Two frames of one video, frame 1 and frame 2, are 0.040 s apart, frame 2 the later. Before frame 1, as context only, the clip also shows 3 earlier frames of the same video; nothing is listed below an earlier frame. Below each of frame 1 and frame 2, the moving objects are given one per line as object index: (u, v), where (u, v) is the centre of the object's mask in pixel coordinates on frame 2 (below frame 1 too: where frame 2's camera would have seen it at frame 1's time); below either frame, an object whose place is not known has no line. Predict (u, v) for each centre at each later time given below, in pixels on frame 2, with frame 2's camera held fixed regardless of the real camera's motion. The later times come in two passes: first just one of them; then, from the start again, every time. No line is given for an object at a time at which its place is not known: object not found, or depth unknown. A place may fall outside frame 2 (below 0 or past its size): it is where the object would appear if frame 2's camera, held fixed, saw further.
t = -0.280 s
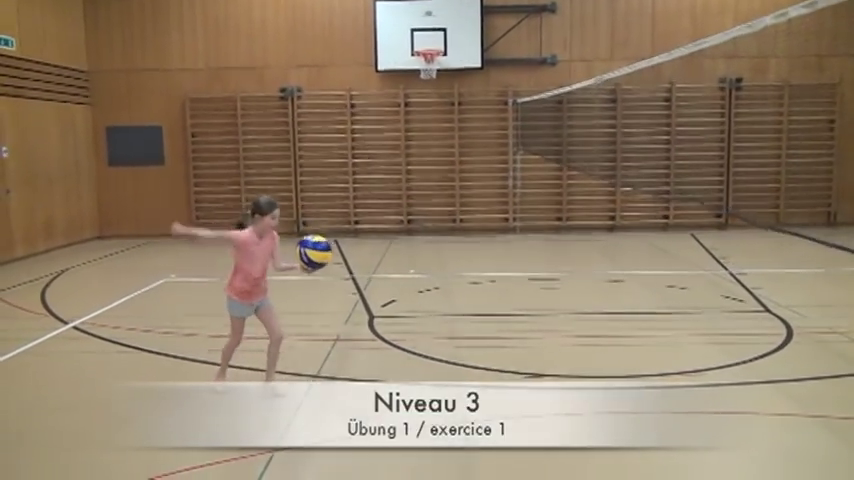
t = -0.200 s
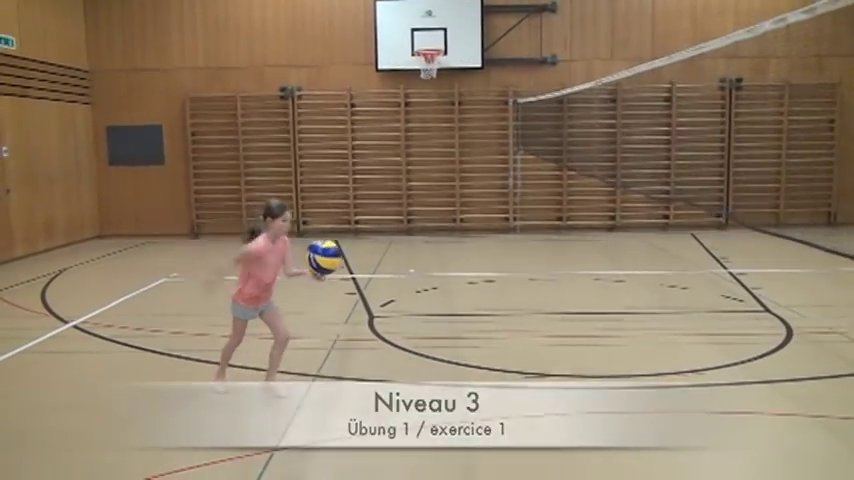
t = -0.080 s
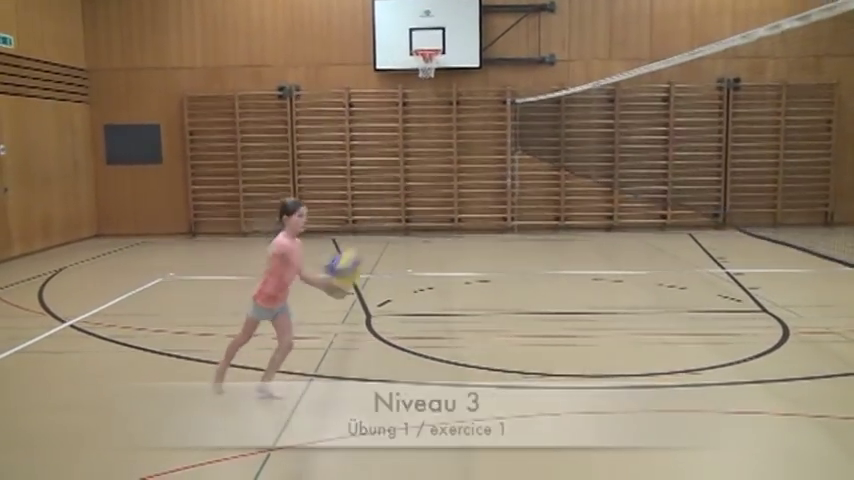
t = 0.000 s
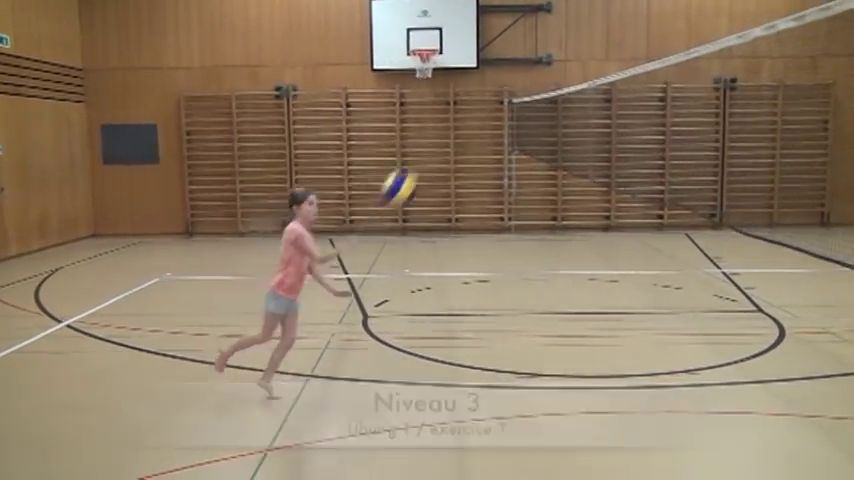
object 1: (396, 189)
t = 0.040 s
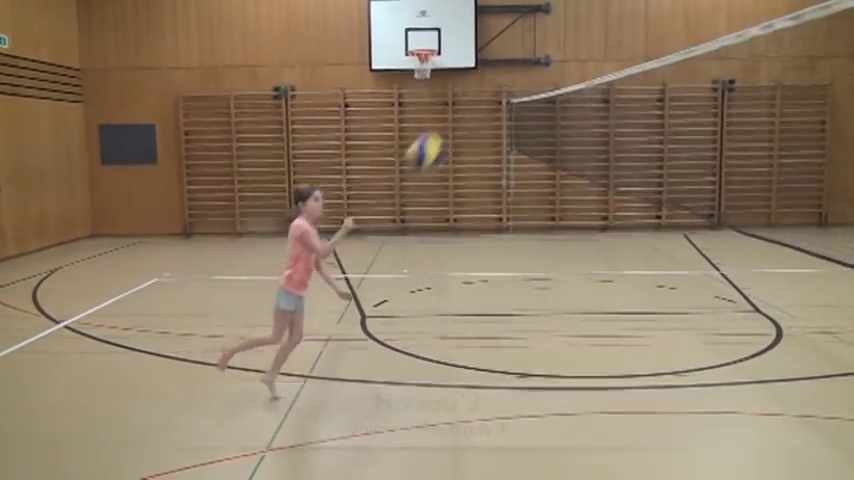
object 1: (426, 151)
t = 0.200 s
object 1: (543, 40)
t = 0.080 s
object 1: (454, 120)
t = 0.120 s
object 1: (486, 87)
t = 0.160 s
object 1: (514, 63)
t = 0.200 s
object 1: (543, 40)
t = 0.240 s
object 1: (573, 16)
